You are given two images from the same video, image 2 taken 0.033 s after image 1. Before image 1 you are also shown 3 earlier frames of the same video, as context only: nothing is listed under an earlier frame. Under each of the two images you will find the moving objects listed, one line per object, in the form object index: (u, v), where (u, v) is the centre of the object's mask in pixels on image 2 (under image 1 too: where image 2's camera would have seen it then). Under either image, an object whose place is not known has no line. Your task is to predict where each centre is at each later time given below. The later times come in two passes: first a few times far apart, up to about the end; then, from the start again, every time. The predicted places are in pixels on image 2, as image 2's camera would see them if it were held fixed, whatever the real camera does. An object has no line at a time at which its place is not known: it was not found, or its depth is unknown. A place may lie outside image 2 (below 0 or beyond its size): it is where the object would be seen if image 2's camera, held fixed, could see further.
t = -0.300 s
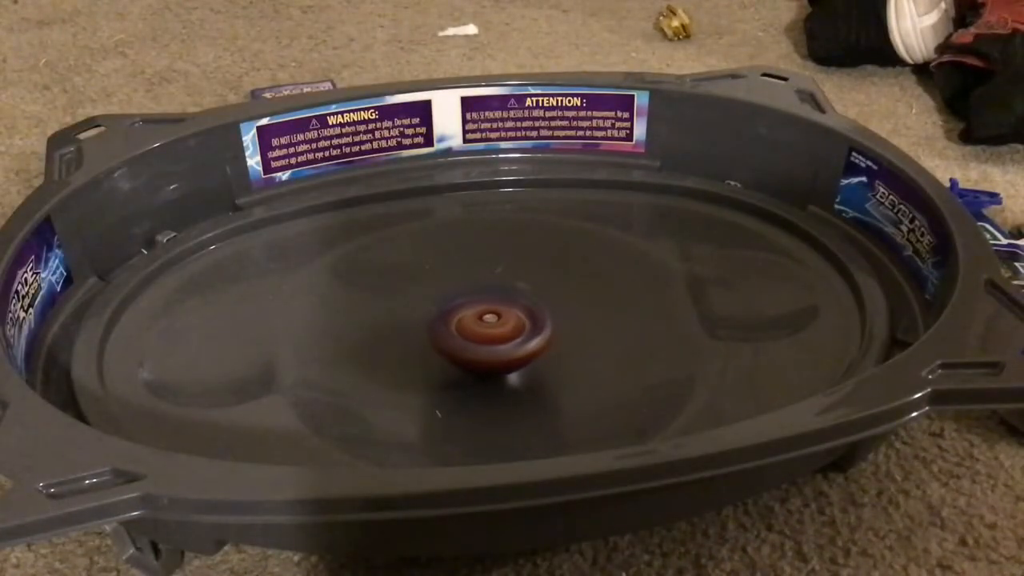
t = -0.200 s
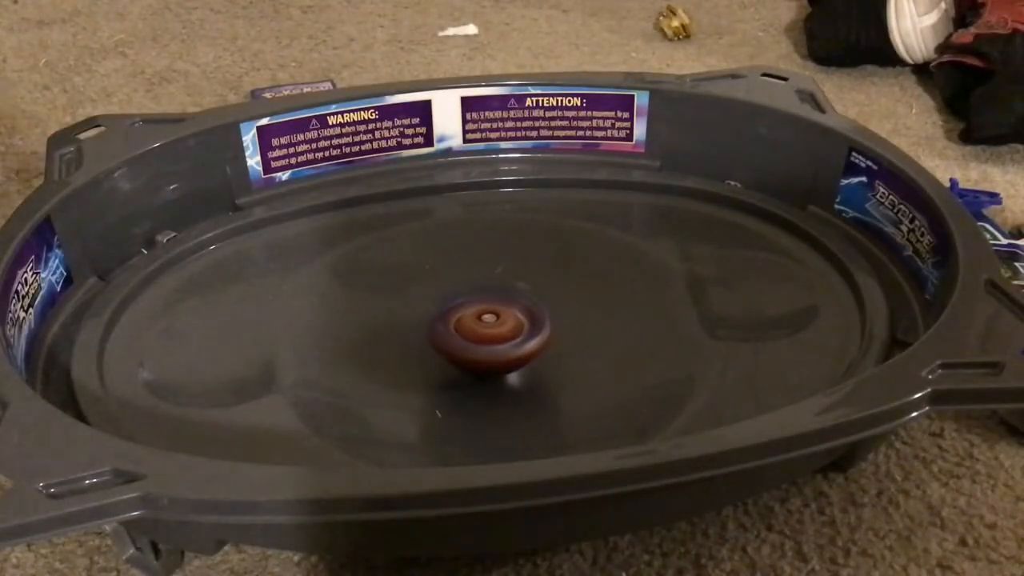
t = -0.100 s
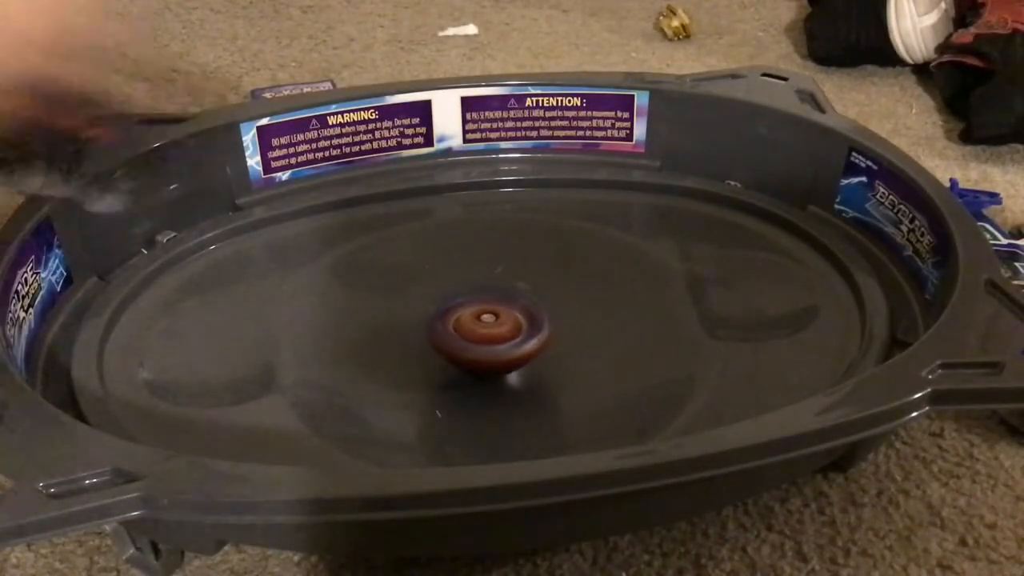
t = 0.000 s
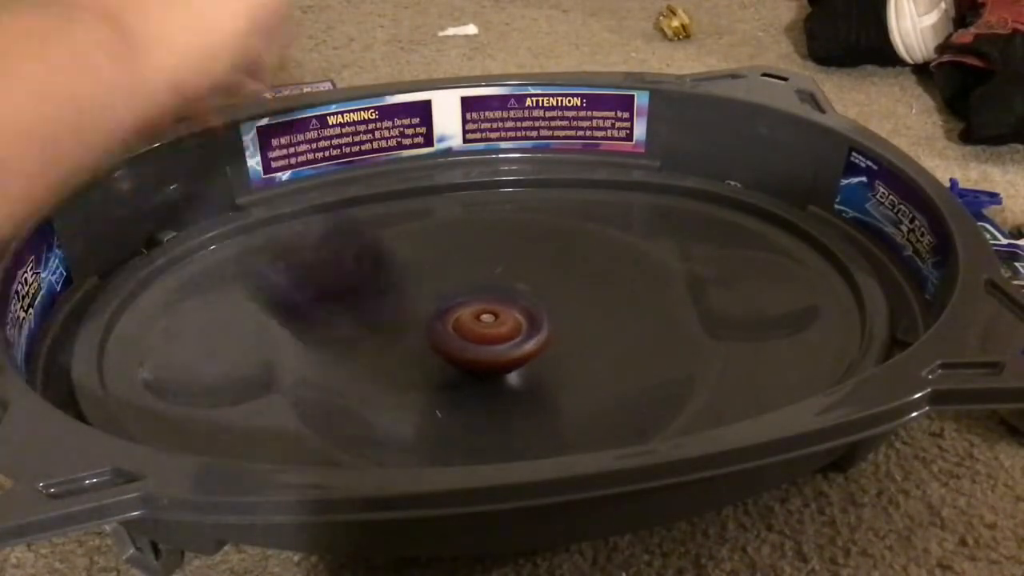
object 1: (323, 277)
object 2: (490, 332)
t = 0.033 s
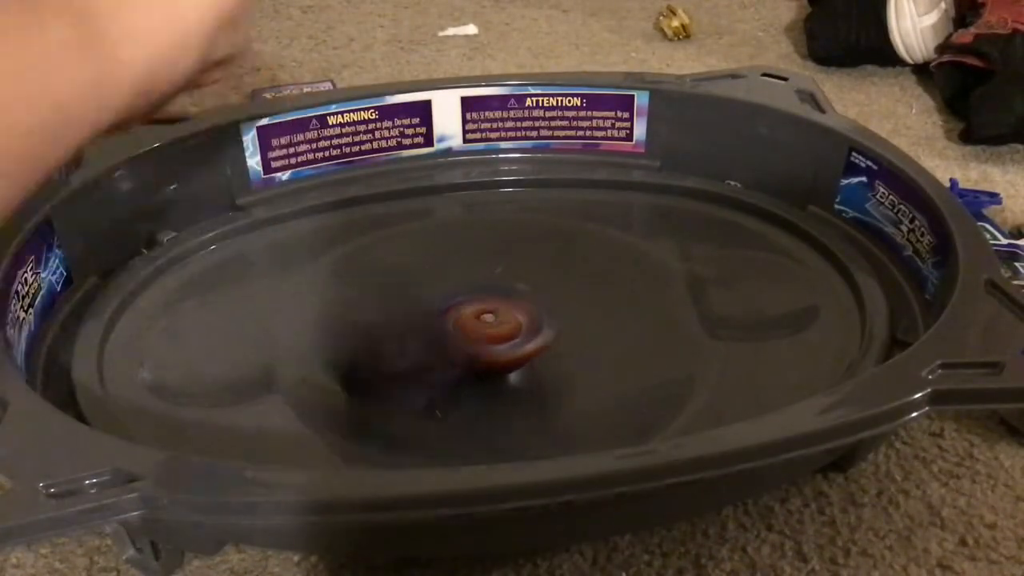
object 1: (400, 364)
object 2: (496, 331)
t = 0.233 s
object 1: (563, 349)
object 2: (711, 181)
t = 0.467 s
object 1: (510, 282)
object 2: (685, 237)
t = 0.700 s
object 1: (349, 348)
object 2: (483, 323)
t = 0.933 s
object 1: (601, 405)
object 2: (441, 370)
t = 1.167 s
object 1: (750, 239)
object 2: (560, 372)
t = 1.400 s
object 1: (632, 193)
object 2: (562, 339)
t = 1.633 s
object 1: (343, 323)
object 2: (529, 319)
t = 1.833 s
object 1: (314, 410)
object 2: (504, 318)
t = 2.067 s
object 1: (523, 413)
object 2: (484, 326)
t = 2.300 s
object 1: (620, 238)
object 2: (484, 329)
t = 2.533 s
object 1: (383, 190)
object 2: (490, 325)
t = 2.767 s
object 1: (318, 365)
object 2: (491, 323)
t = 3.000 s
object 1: (725, 391)
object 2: (496, 328)
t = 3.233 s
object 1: (788, 200)
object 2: (510, 329)
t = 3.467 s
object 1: (383, 181)
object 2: (512, 325)
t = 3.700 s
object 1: (203, 411)
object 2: (502, 326)
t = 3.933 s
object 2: (501, 336)
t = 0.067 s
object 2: (546, 307)
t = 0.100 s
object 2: (602, 265)
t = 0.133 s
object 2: (638, 243)
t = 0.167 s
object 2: (668, 207)
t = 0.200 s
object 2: (691, 185)
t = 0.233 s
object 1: (563, 349)
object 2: (711, 181)
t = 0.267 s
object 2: (718, 179)
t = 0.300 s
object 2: (716, 186)
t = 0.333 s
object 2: (712, 204)
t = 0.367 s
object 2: (705, 213)
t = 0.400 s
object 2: (702, 220)
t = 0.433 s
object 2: (694, 228)
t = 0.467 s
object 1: (510, 282)
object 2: (685, 237)
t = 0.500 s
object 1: (481, 277)
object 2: (670, 250)
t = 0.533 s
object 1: (450, 280)
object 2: (647, 268)
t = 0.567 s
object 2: (618, 284)
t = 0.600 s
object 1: (389, 301)
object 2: (578, 298)
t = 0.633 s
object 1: (368, 315)
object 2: (545, 307)
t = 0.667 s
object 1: (354, 330)
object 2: (513, 317)
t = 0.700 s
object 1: (349, 348)
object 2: (483, 323)
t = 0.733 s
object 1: (351, 368)
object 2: (459, 324)
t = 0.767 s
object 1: (368, 388)
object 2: (447, 328)
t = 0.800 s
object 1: (395, 406)
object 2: (435, 328)
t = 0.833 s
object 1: (433, 416)
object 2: (428, 336)
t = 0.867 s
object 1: (481, 419)
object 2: (425, 349)
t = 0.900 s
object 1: (543, 415)
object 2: (431, 358)
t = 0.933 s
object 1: (601, 405)
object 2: (441, 370)
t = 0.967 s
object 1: (647, 386)
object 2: (458, 379)
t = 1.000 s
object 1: (684, 365)
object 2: (475, 383)
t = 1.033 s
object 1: (714, 330)
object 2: (500, 384)
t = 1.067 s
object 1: (731, 305)
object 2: (521, 386)
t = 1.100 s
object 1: (743, 288)
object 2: (537, 380)
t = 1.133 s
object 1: (749, 275)
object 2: (551, 376)
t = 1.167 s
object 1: (750, 239)
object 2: (560, 372)
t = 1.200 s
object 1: (747, 222)
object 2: (566, 366)
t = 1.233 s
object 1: (740, 210)
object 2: (569, 363)
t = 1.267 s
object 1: (726, 199)
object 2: (571, 356)
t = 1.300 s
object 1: (707, 189)
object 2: (570, 353)
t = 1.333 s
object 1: (686, 190)
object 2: (568, 347)
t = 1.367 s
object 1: (661, 189)
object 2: (566, 343)
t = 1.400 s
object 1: (632, 193)
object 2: (562, 339)
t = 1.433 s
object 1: (607, 198)
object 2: (560, 333)
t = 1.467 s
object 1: (576, 211)
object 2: (554, 331)
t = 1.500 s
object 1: (534, 232)
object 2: (550, 327)
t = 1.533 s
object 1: (488, 252)
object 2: (542, 324)
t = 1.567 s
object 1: (435, 274)
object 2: (538, 323)
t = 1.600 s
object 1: (383, 301)
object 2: (533, 321)
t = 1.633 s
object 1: (343, 323)
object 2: (529, 319)
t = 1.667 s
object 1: (308, 346)
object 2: (522, 320)
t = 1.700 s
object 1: (288, 371)
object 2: (519, 318)
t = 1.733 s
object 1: (271, 409)
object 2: (515, 318)
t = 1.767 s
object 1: (265, 424)
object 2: (511, 318)
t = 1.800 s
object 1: (286, 413)
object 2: (507, 317)
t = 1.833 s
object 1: (314, 410)
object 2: (504, 318)
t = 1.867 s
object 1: (347, 425)
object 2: (499, 323)
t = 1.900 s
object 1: (369, 422)
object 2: (494, 324)
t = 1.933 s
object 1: (394, 423)
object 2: (491, 324)
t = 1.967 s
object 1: (421, 425)
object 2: (488, 324)
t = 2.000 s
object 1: (458, 421)
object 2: (485, 326)
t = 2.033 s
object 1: (483, 420)
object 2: (484, 325)
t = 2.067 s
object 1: (523, 413)
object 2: (484, 326)
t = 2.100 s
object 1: (564, 397)
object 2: (484, 327)
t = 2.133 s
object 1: (601, 378)
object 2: (484, 327)
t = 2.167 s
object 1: (631, 348)
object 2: (485, 329)
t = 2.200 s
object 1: (645, 315)
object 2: (485, 329)
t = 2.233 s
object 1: (646, 285)
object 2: (485, 328)
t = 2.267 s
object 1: (638, 264)
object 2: (483, 329)
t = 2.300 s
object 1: (620, 238)
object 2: (484, 329)
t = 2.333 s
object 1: (593, 211)
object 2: (485, 328)
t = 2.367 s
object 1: (562, 196)
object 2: (485, 328)
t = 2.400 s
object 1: (524, 185)
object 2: (486, 328)
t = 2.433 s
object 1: (483, 179)
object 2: (488, 328)
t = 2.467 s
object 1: (448, 179)
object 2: (489, 327)
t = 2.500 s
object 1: (413, 182)
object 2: (490, 325)
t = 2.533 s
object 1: (383, 190)
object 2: (490, 325)
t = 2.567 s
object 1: (354, 209)
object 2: (491, 324)
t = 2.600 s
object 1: (328, 225)
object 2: (490, 325)
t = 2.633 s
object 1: (307, 246)
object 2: (491, 324)
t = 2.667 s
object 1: (297, 268)
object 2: (491, 324)
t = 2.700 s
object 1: (293, 300)
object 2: (491, 324)
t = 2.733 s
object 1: (299, 334)
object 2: (491, 323)
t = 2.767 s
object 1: (318, 365)
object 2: (491, 323)
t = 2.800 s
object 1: (355, 397)
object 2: (492, 324)
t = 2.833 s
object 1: (415, 422)
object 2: (492, 323)
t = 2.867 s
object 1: (477, 429)
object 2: (492, 323)
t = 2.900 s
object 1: (541, 432)
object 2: (492, 323)
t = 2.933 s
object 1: (611, 415)
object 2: (493, 323)
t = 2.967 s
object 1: (662, 408)
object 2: (495, 326)
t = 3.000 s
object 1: (725, 391)
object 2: (496, 328)
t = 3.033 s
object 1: (772, 372)
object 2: (499, 329)
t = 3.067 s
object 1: (806, 351)
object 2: (502, 330)
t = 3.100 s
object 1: (837, 317)
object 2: (503, 330)
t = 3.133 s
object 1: (849, 299)
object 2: (505, 330)
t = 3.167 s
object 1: (846, 259)
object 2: (508, 330)
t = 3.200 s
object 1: (825, 227)
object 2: (508, 330)
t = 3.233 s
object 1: (788, 200)
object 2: (510, 329)
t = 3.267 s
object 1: (737, 180)
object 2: (511, 328)
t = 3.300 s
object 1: (686, 168)
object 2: (512, 328)
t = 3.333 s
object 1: (630, 164)
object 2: (512, 327)
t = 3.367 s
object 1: (571, 166)
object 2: (512, 328)
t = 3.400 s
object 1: (505, 168)
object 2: (512, 326)
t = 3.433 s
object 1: (439, 170)
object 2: (512, 326)
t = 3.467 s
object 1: (383, 181)
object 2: (512, 325)
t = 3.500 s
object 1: (312, 191)
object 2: (512, 325)
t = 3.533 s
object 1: (243, 214)
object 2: (511, 325)
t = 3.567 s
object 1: (175, 246)
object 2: (510, 325)
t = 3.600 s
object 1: (144, 280)
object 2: (508, 324)
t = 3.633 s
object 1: (126, 321)
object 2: (506, 324)
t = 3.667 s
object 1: (147, 382)
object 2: (505, 324)
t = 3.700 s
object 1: (203, 411)
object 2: (502, 326)
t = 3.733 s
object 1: (290, 429)
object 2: (501, 328)
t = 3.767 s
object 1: (371, 436)
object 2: (500, 331)
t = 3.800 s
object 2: (500, 332)
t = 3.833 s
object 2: (500, 332)
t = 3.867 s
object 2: (500, 333)
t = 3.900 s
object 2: (501, 334)
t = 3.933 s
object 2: (501, 336)
